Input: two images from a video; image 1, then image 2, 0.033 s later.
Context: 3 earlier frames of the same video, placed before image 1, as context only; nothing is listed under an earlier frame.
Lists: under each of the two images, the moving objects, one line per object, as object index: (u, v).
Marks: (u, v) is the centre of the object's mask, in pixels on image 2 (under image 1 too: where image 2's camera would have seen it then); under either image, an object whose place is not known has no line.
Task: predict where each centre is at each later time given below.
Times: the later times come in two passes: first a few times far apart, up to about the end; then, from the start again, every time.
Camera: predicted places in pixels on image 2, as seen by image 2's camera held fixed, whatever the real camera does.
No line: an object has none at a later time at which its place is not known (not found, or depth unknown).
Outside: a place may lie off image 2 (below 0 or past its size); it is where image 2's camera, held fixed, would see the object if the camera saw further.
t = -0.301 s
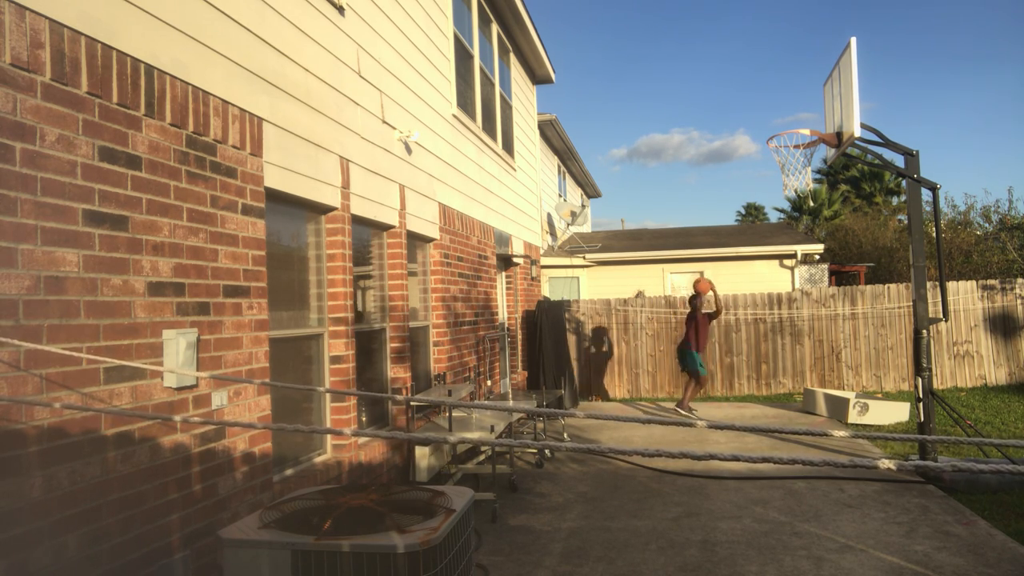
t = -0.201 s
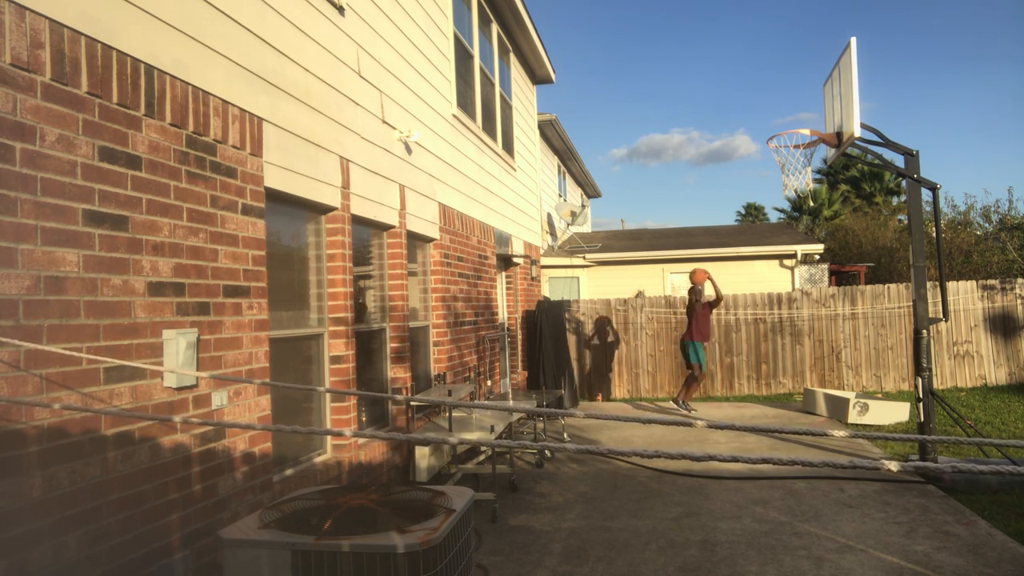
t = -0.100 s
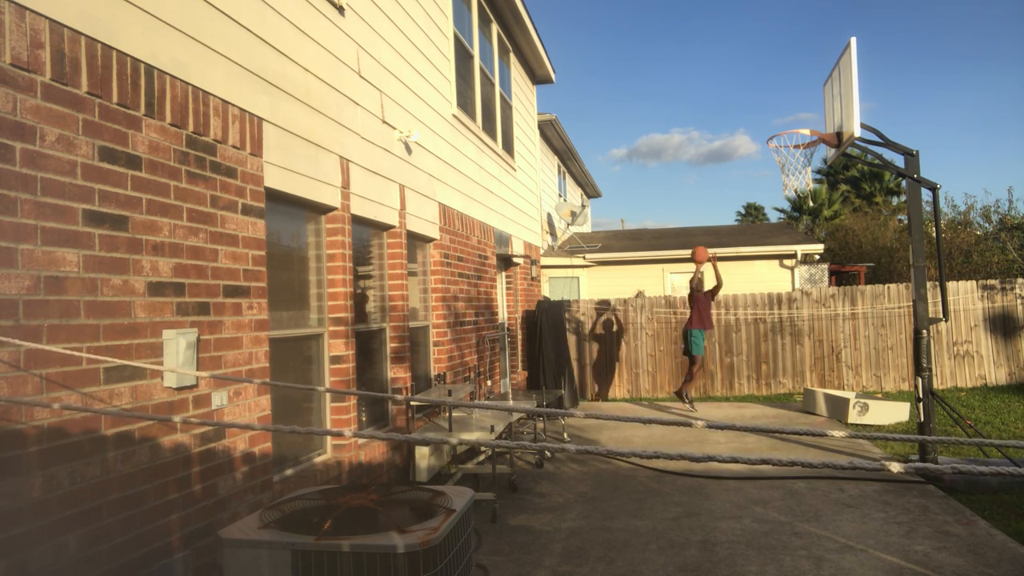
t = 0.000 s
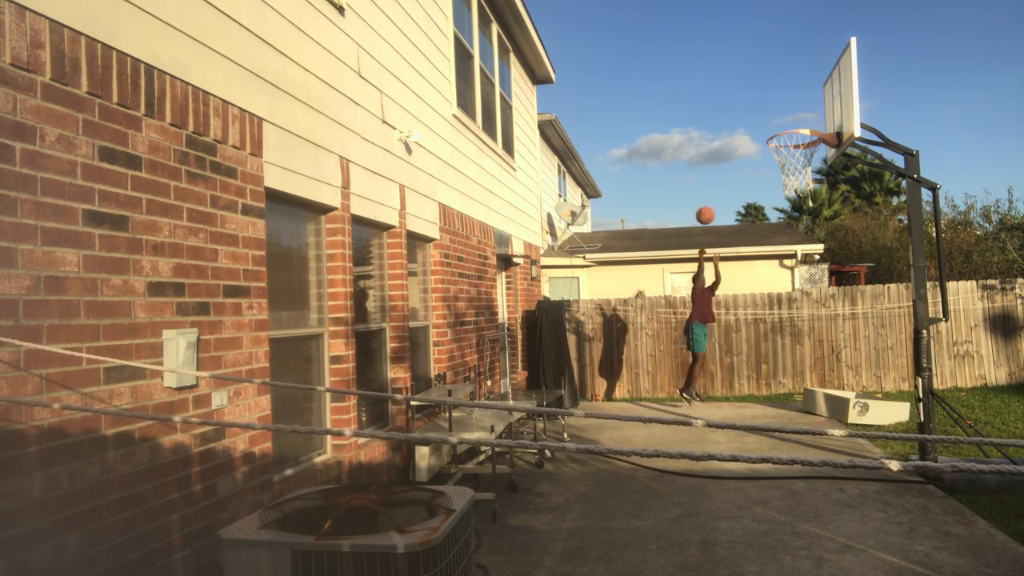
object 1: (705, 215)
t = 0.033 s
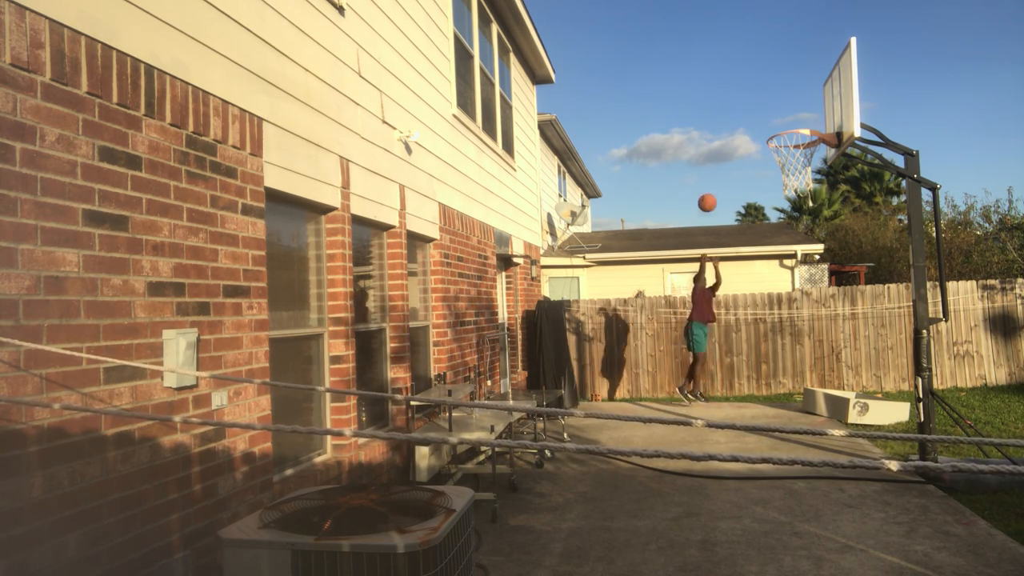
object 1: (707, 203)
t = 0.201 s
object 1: (719, 148)
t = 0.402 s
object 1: (737, 105)
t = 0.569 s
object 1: (754, 92)
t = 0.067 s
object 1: (709, 190)
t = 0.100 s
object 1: (711, 179)
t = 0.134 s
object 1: (714, 168)
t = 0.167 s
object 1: (716, 158)
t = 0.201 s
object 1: (719, 148)
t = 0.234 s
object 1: (722, 139)
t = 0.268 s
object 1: (724, 131)
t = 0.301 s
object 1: (727, 123)
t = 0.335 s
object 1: (730, 116)
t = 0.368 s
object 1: (733, 110)
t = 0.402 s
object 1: (737, 105)
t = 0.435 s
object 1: (740, 101)
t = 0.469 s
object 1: (743, 97)
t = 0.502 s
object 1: (747, 95)
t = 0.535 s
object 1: (751, 93)
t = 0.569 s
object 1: (754, 92)
